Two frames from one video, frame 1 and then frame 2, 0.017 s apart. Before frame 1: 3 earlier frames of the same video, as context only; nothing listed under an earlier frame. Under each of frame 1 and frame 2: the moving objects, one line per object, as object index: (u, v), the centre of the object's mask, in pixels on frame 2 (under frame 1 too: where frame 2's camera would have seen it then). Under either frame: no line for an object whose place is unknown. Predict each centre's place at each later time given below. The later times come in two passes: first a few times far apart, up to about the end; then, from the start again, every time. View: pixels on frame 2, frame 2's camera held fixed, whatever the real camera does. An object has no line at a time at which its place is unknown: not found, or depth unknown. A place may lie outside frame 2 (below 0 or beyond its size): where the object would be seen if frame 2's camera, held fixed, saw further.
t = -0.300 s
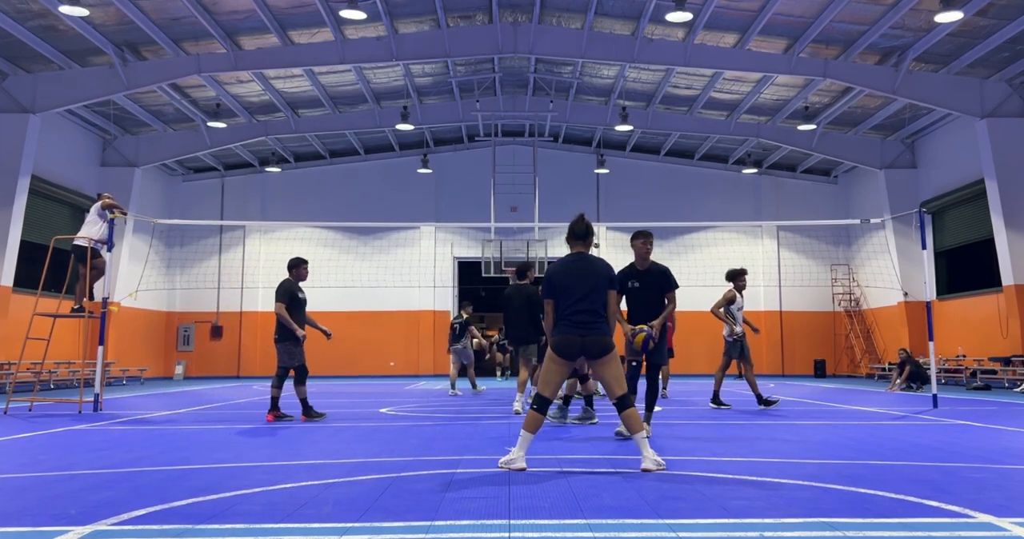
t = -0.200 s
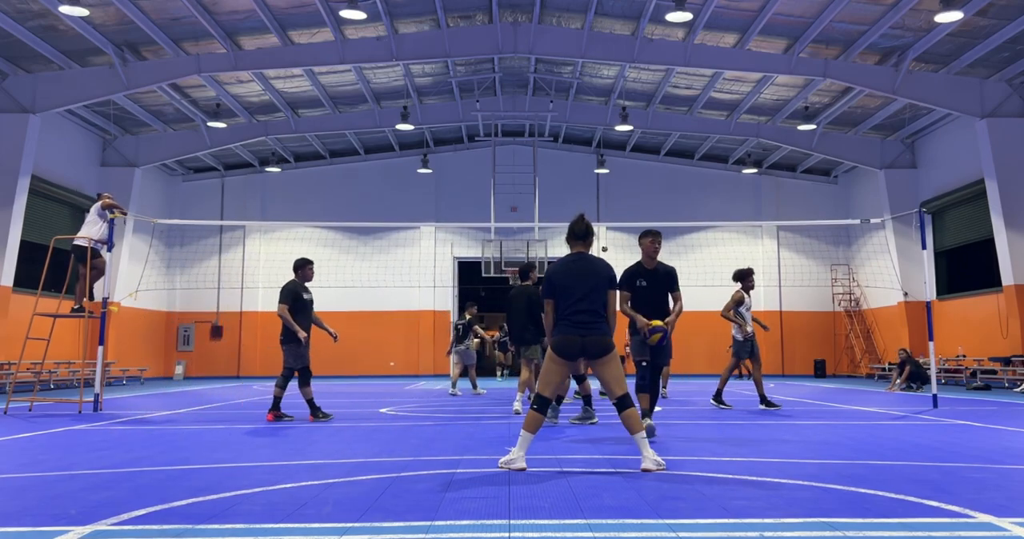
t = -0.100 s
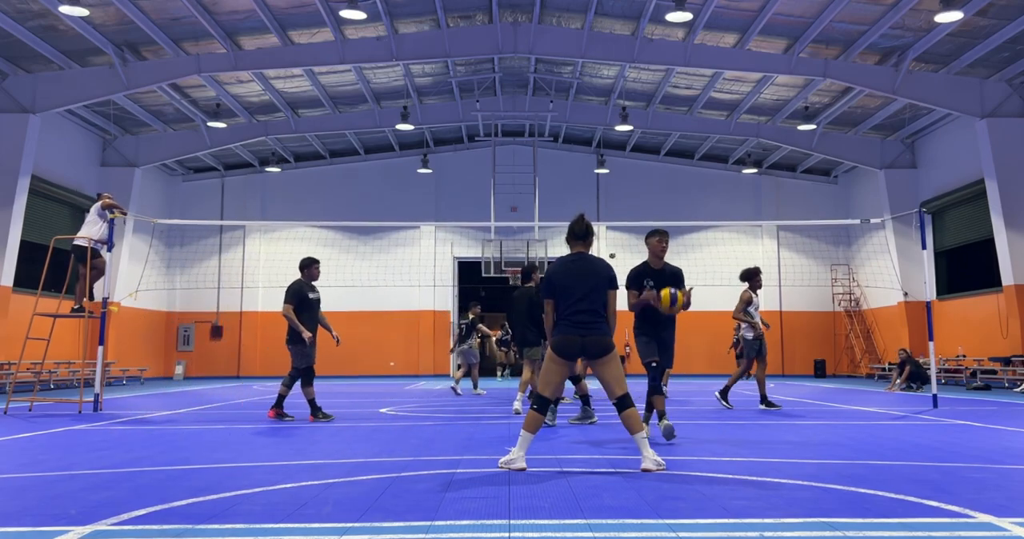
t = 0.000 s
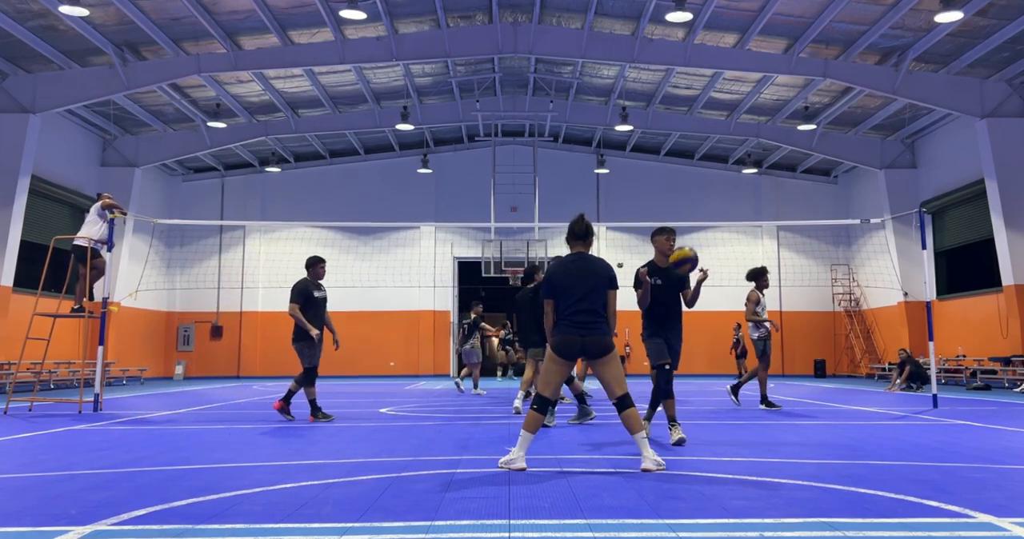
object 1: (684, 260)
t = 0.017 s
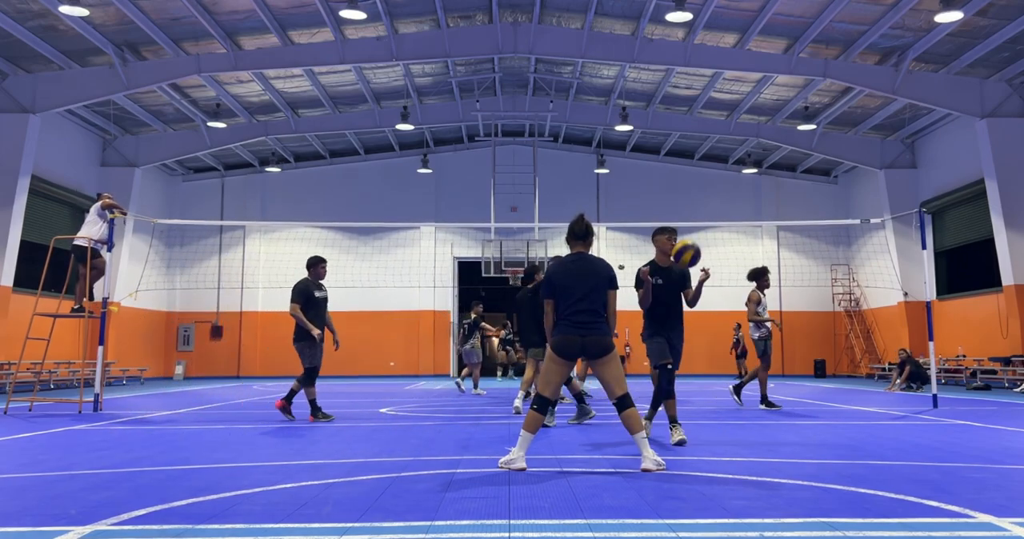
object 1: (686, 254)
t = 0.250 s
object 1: (725, 204)
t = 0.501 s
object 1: (776, 232)
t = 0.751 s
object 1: (844, 374)
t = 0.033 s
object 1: (689, 248)
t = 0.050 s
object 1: (692, 243)
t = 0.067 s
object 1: (694, 238)
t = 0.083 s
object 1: (697, 233)
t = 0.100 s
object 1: (699, 229)
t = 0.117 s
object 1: (702, 224)
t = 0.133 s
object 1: (705, 221)
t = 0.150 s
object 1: (707, 217)
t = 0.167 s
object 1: (710, 214)
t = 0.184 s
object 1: (713, 212)
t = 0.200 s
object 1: (716, 209)
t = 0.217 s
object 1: (719, 207)
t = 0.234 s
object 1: (722, 205)
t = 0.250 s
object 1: (725, 204)
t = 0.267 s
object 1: (728, 203)
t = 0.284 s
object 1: (731, 202)
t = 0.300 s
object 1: (734, 202)
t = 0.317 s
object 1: (738, 202)
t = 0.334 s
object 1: (741, 203)
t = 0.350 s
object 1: (744, 204)
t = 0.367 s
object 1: (747, 205)
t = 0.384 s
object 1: (751, 207)
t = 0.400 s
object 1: (754, 209)
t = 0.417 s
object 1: (758, 212)
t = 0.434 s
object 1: (761, 215)
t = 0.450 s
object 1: (765, 218)
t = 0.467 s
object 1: (769, 222)
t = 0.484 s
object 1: (773, 227)
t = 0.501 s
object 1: (776, 232)
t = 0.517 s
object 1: (780, 237)
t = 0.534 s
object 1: (784, 243)
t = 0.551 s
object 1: (788, 250)
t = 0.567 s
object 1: (792, 258)
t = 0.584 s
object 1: (797, 265)
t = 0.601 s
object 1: (801, 273)
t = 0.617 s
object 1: (805, 280)
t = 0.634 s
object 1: (810, 291)
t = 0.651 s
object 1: (815, 301)
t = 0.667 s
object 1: (819, 312)
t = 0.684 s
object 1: (824, 323)
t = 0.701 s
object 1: (829, 335)
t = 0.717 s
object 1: (834, 347)
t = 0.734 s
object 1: (839, 360)
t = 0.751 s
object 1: (844, 374)
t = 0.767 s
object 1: (849, 388)
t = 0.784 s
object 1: (855, 404)
